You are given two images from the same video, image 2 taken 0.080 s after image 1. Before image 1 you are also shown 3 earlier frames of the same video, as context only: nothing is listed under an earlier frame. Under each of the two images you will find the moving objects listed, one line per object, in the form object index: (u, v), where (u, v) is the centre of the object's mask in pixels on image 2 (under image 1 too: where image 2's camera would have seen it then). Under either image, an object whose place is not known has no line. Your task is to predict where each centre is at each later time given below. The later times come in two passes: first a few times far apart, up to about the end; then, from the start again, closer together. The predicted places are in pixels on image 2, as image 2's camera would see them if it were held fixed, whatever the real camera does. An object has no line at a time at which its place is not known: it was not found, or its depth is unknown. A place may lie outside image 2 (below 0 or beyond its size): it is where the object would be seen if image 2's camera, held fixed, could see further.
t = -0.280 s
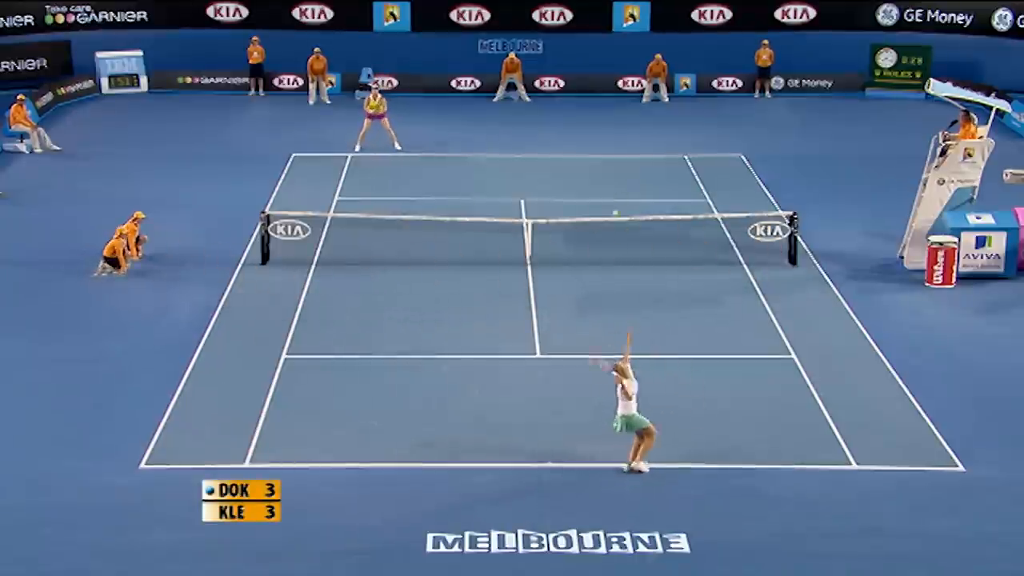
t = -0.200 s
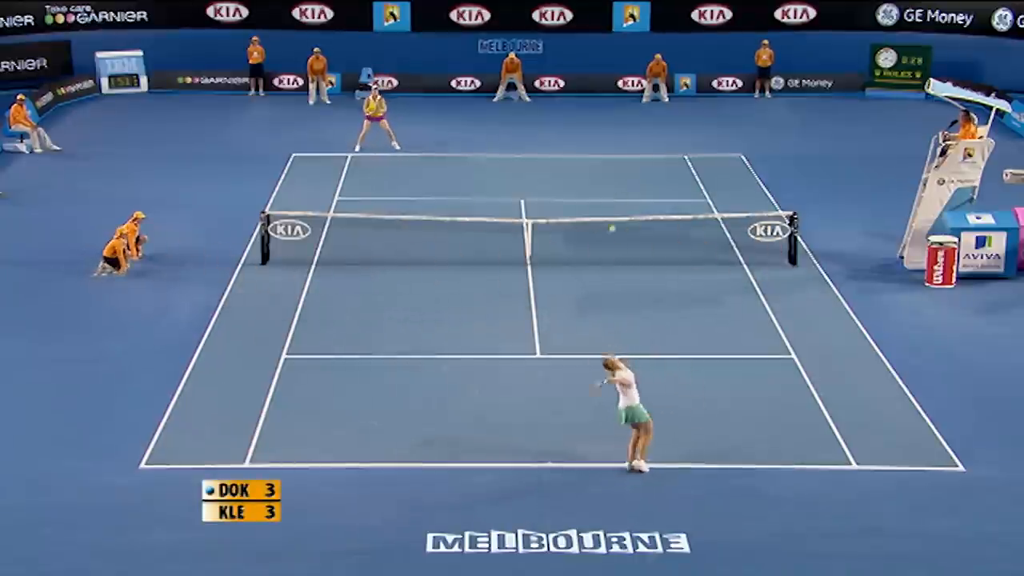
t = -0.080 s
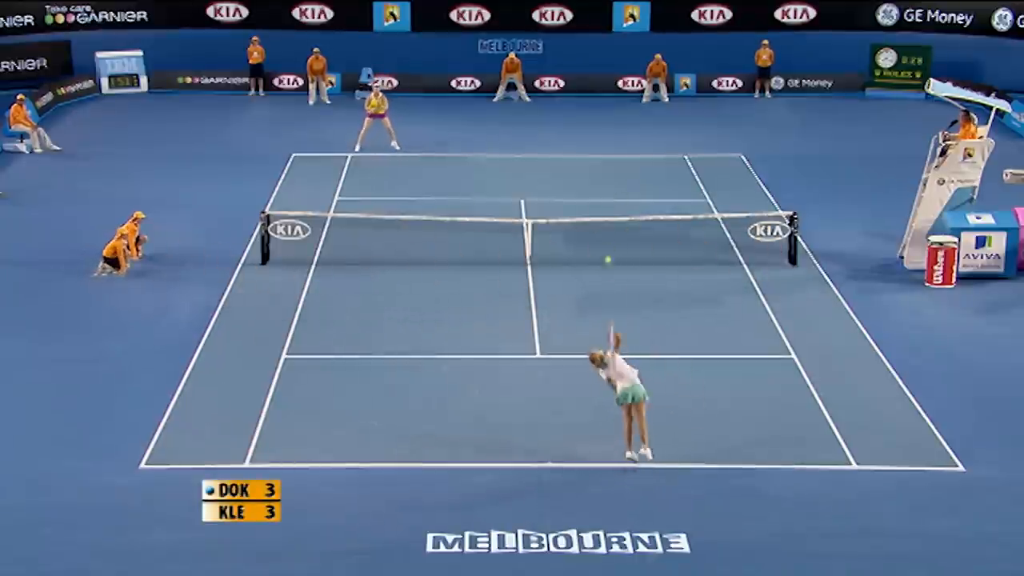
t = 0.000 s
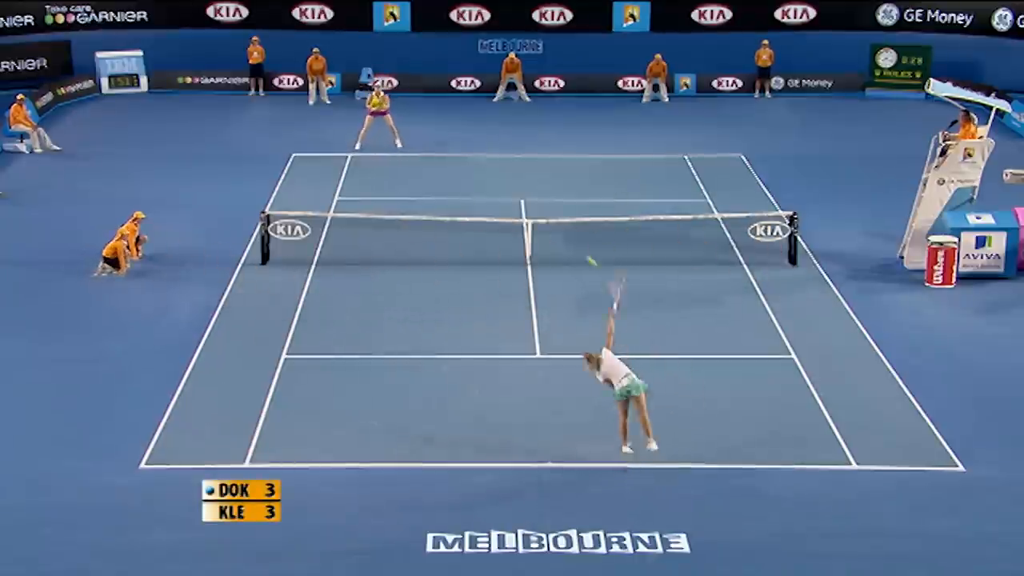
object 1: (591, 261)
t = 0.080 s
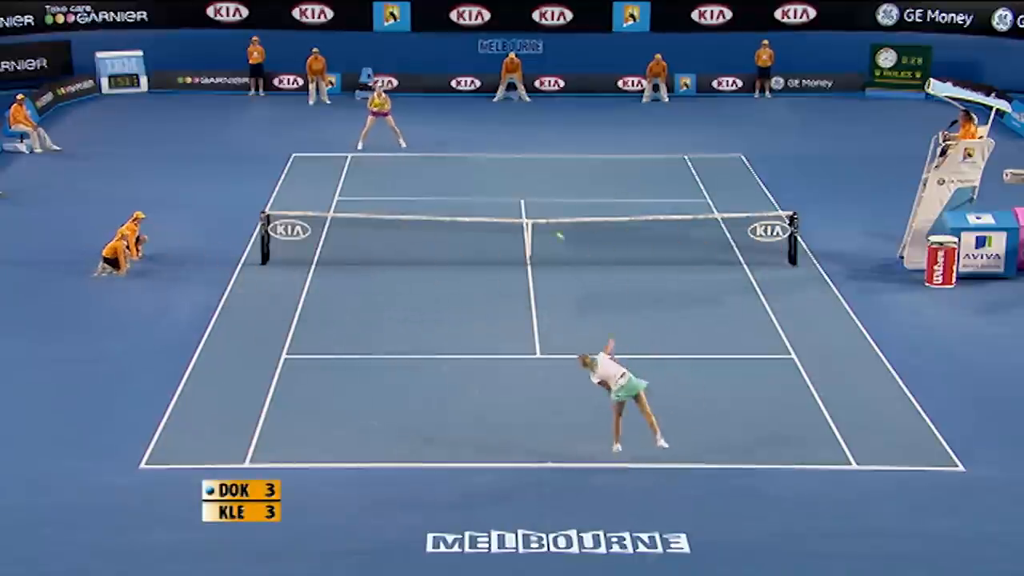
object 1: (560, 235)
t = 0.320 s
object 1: (493, 208)
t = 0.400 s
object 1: (478, 209)
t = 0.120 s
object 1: (546, 226)
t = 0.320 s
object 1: (493, 208)
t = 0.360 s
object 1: (486, 207)
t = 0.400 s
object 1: (478, 209)
